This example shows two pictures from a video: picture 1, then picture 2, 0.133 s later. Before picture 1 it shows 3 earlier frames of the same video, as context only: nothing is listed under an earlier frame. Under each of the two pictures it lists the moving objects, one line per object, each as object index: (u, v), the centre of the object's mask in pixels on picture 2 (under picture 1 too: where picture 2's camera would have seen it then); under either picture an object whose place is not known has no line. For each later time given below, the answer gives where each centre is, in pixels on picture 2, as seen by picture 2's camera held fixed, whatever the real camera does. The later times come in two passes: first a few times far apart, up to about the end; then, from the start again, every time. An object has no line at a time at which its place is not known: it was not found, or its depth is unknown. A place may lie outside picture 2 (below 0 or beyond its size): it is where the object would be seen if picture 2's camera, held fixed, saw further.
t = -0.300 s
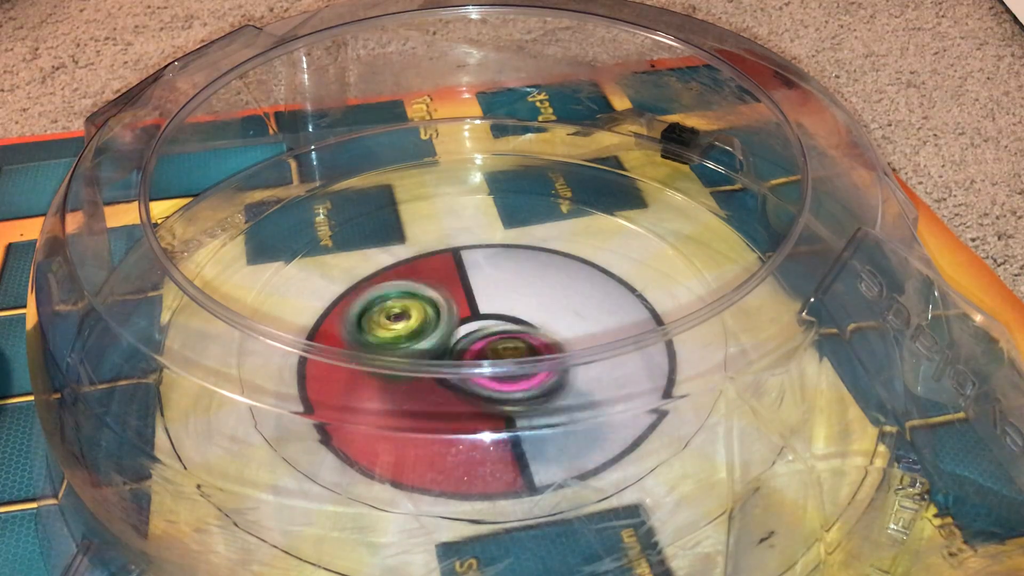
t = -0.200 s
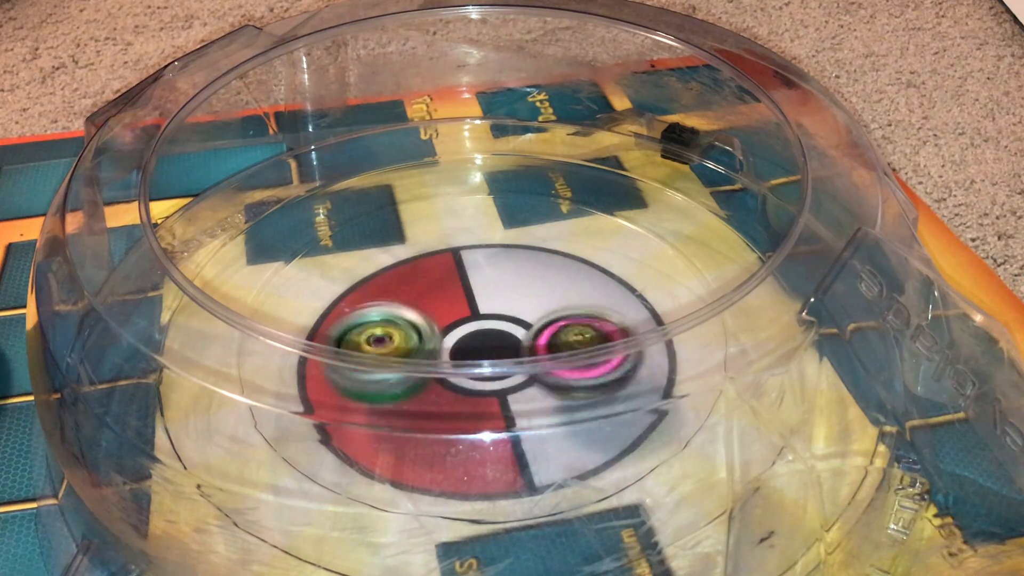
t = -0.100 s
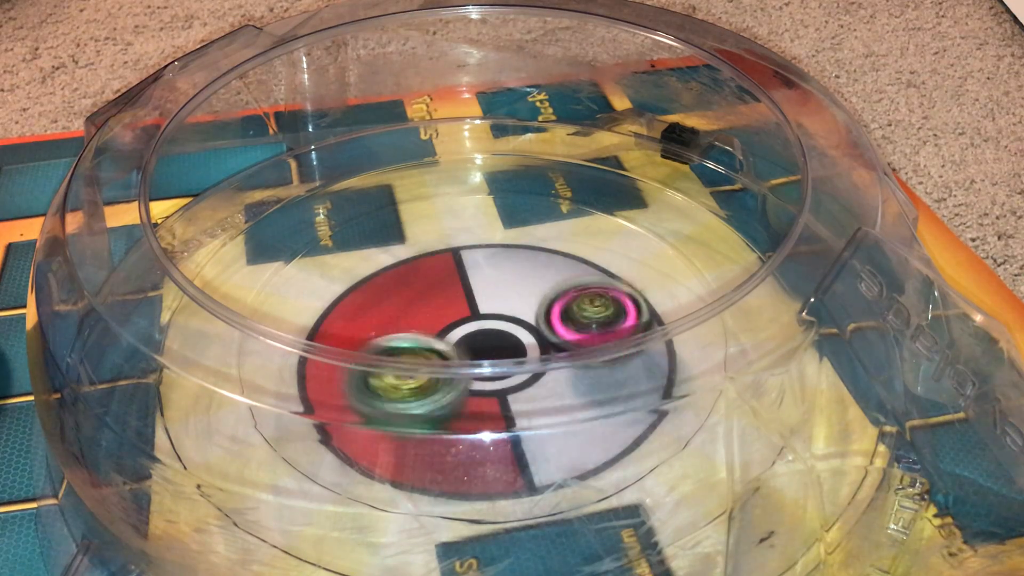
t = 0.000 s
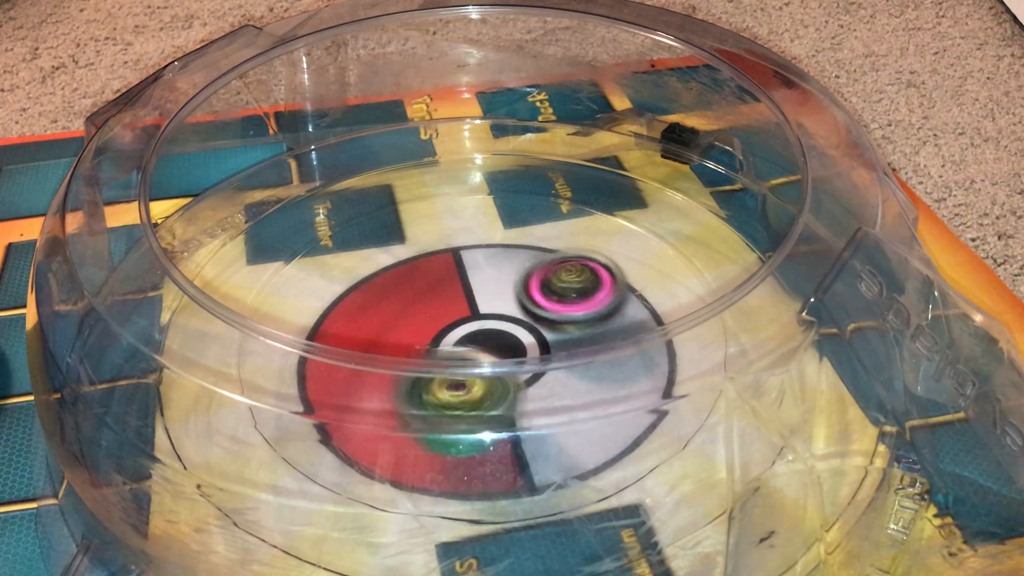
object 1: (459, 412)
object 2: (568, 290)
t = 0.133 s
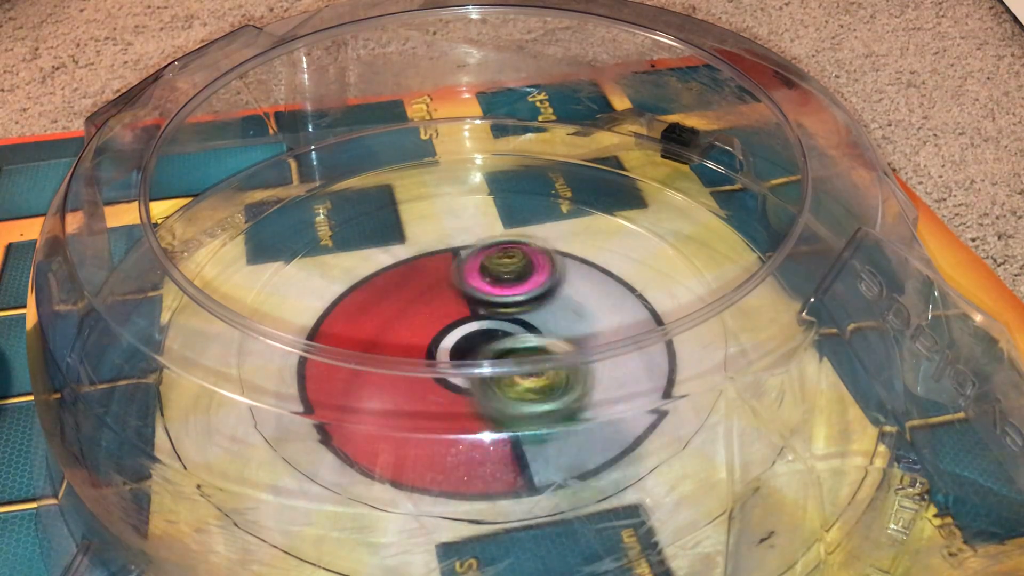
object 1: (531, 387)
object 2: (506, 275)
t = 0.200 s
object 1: (553, 371)
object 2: (471, 279)
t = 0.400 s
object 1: (543, 288)
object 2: (395, 324)
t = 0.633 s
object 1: (431, 260)
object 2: (456, 397)
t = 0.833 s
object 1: (376, 303)
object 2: (541, 351)
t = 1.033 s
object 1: (432, 361)
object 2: (515, 295)
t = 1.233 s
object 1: (549, 348)
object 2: (423, 284)
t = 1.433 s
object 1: (569, 288)
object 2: (393, 329)
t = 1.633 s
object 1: (494, 267)
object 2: (480, 361)
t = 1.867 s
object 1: (407, 318)
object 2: (537, 307)
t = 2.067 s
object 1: (441, 381)
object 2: (479, 268)
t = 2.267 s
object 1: (527, 375)
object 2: (416, 307)
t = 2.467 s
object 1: (560, 305)
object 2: (448, 361)
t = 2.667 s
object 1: (506, 261)
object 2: (532, 347)
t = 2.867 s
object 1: (420, 276)
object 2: (538, 303)
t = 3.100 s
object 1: (347, 316)
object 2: (482, 298)
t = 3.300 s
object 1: (214, 380)
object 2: (584, 288)
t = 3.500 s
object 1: (177, 380)
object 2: (552, 284)
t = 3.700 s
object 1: (186, 368)
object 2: (491, 314)
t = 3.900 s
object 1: (228, 342)
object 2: (486, 360)
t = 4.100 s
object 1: (316, 359)
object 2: (527, 375)
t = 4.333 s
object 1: (458, 361)
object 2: (546, 317)
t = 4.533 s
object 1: (379, 380)
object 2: (575, 233)
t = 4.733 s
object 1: (355, 368)
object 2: (500, 234)
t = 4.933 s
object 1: (365, 344)
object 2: (456, 267)
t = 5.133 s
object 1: (312, 385)
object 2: (551, 279)
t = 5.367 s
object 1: (386, 375)
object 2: (524, 313)
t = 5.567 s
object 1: (446, 377)
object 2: (542, 319)
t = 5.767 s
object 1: (445, 378)
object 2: (546, 309)
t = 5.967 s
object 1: (377, 324)
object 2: (544, 292)
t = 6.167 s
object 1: (376, 303)
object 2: (490, 312)
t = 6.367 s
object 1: (386, 283)
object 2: (521, 339)
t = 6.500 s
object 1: (424, 293)
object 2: (511, 350)
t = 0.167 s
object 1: (545, 378)
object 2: (489, 276)
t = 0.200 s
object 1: (553, 371)
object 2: (471, 279)
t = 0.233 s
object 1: (562, 352)
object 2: (454, 284)
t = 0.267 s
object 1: (565, 336)
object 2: (438, 291)
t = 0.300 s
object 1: (564, 317)
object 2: (425, 299)
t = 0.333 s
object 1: (563, 309)
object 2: (414, 306)
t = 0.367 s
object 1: (555, 300)
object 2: (401, 314)
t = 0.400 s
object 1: (543, 288)
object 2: (395, 324)
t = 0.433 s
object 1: (530, 278)
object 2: (399, 330)
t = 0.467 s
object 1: (513, 269)
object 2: (399, 349)
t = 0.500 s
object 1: (497, 264)
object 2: (405, 358)
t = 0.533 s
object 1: (480, 259)
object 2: (413, 376)
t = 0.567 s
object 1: (463, 258)
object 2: (424, 379)
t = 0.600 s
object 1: (446, 258)
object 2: (438, 386)
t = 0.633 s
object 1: (431, 260)
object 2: (456, 397)
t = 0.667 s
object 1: (416, 263)
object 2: (476, 398)
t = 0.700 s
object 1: (403, 268)
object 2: (493, 397)
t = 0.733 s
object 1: (392, 275)
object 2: (507, 385)
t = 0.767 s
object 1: (384, 284)
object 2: (521, 377)
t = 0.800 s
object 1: (379, 293)
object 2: (533, 357)
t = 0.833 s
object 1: (376, 303)
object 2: (541, 351)
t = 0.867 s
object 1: (377, 313)
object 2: (543, 333)
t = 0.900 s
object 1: (381, 320)
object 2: (544, 327)
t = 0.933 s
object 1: (390, 325)
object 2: (542, 319)
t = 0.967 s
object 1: (401, 343)
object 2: (535, 311)
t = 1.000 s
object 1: (413, 355)
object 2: (526, 303)
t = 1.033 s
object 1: (432, 361)
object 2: (515, 295)
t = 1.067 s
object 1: (452, 376)
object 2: (501, 288)
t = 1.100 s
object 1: (476, 376)
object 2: (487, 282)
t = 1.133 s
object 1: (493, 376)
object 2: (471, 280)
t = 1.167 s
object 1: (512, 360)
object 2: (454, 279)
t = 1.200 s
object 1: (532, 357)
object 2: (438, 281)
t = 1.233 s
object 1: (549, 348)
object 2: (423, 284)
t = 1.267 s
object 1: (562, 336)
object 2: (409, 290)
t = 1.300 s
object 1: (568, 319)
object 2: (397, 297)
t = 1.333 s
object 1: (574, 313)
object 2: (388, 306)
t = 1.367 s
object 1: (576, 306)
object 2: (384, 315)
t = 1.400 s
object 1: (574, 298)
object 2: (383, 322)
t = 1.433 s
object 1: (569, 288)
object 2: (393, 329)
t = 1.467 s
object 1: (560, 280)
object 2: (399, 347)
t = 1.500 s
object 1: (550, 274)
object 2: (411, 357)
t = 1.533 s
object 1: (538, 269)
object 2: (427, 360)
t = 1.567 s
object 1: (525, 267)
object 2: (444, 377)
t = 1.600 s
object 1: (510, 266)
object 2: (462, 361)
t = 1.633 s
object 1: (494, 267)
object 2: (480, 361)
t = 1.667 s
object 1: (478, 269)
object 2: (494, 360)
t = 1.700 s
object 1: (461, 274)
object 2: (508, 351)
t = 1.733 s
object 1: (447, 281)
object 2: (519, 335)
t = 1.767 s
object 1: (433, 288)
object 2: (528, 331)
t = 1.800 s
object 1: (421, 299)
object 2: (535, 324)
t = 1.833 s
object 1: (412, 309)
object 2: (537, 316)
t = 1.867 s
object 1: (407, 318)
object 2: (537, 307)
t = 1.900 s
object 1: (405, 324)
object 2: (533, 298)
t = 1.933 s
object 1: (407, 330)
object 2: (526, 287)
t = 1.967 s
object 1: (410, 353)
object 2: (518, 279)
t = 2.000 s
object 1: (418, 360)
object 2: (505, 273)
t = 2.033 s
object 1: (428, 377)
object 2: (492, 269)
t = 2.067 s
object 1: (441, 381)
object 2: (479, 268)
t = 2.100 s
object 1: (458, 386)
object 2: (462, 268)
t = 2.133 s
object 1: (474, 383)
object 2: (447, 271)
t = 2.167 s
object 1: (487, 386)
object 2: (438, 280)
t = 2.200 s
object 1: (502, 383)
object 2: (423, 286)
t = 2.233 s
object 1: (516, 376)
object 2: (419, 298)
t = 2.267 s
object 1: (527, 375)
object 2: (416, 307)
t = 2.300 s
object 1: (539, 357)
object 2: (415, 317)
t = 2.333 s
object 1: (546, 348)
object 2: (419, 325)
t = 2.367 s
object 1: (545, 327)
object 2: (426, 331)
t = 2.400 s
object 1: (553, 319)
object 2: (432, 345)
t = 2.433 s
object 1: (560, 312)
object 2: (438, 355)
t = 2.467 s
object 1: (560, 305)
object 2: (448, 361)
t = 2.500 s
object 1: (556, 294)
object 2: (462, 361)
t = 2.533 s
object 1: (550, 283)
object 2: (477, 377)
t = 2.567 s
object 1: (541, 275)
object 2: (492, 378)
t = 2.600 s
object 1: (531, 270)
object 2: (504, 360)
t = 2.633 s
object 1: (520, 265)
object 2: (520, 357)
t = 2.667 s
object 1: (506, 261)
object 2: (532, 347)
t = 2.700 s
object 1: (492, 261)
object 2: (538, 333)
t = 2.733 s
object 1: (479, 262)
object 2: (543, 328)
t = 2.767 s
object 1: (466, 264)
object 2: (545, 321)
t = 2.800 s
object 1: (453, 268)
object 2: (544, 315)
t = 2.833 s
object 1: (439, 275)
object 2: (540, 306)
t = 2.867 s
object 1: (420, 276)
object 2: (538, 303)
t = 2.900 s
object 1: (403, 282)
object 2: (533, 299)
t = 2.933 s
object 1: (391, 288)
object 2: (524, 295)
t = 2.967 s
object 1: (380, 295)
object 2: (511, 292)
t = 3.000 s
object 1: (373, 304)
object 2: (497, 291)
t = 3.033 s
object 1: (369, 310)
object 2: (484, 292)
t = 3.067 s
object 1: (368, 316)
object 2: (471, 295)
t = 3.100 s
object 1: (347, 316)
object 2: (482, 298)
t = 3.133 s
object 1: (297, 338)
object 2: (516, 296)
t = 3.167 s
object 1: (266, 350)
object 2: (545, 293)
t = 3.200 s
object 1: (237, 367)
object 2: (563, 291)
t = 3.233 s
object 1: (226, 372)
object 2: (574, 290)
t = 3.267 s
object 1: (222, 378)
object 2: (581, 289)
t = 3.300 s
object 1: (214, 380)
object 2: (584, 288)
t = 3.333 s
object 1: (206, 381)
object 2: (584, 287)
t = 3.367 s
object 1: (199, 382)
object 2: (581, 285)
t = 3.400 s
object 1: (192, 382)
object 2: (576, 285)
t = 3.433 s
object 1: (186, 382)
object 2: (569, 284)
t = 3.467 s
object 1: (182, 381)
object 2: (561, 284)
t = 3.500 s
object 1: (177, 380)
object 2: (552, 284)
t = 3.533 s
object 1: (175, 378)
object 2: (542, 285)
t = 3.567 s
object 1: (176, 378)
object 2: (531, 287)
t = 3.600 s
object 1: (182, 377)
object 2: (518, 291)
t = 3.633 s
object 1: (183, 376)
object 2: (508, 298)
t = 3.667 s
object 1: (184, 371)
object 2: (499, 306)
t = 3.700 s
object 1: (186, 368)
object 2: (491, 314)
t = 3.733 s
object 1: (189, 365)
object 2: (485, 323)
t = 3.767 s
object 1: (193, 362)
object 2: (482, 329)
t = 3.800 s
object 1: (198, 361)
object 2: (481, 334)
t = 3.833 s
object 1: (207, 359)
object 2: (482, 337)
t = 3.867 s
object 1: (219, 350)
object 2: (481, 349)
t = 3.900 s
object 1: (228, 342)
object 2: (486, 360)
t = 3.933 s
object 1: (227, 344)
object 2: (489, 361)
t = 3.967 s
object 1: (234, 341)
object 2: (496, 377)
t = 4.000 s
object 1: (253, 344)
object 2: (504, 376)
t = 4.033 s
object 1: (270, 348)
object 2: (511, 376)
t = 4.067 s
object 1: (291, 352)
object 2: (520, 376)
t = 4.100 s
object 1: (316, 359)
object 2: (527, 375)
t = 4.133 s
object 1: (340, 364)
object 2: (537, 374)
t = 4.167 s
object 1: (364, 369)
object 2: (541, 356)
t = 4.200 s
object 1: (394, 374)
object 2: (541, 355)
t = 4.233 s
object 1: (422, 376)
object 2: (537, 339)
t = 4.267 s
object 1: (433, 377)
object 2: (543, 333)
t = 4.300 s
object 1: (443, 376)
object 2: (548, 325)
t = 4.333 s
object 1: (458, 361)
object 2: (546, 317)
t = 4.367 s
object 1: (465, 361)
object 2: (543, 309)
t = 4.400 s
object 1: (444, 378)
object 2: (557, 287)
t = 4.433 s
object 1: (419, 377)
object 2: (570, 268)
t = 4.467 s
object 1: (402, 377)
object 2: (576, 252)
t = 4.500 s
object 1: (388, 381)
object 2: (579, 239)
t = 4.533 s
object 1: (379, 380)
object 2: (575, 233)
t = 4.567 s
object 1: (373, 379)
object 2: (567, 230)
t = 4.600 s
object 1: (365, 377)
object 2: (556, 228)
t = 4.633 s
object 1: (360, 374)
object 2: (545, 228)
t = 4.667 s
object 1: (357, 371)
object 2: (530, 228)
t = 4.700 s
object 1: (354, 368)
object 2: (515, 230)
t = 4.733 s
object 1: (355, 368)
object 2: (500, 234)
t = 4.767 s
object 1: (358, 352)
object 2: (486, 240)
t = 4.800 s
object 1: (363, 351)
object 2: (470, 245)
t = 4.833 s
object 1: (370, 344)
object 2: (457, 252)
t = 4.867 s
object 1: (379, 339)
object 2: (445, 261)
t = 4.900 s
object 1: (391, 326)
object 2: (438, 268)
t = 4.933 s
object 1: (365, 344)
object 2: (456, 267)
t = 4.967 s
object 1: (338, 364)
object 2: (481, 263)
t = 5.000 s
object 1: (324, 366)
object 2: (506, 262)
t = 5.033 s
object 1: (309, 383)
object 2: (526, 264)
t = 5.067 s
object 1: (308, 382)
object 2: (539, 268)
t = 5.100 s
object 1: (310, 384)
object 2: (547, 274)
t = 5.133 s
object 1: (312, 385)
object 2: (551, 279)
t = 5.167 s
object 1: (318, 379)
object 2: (552, 283)
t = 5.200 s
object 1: (320, 379)
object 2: (550, 288)
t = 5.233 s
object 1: (329, 378)
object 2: (546, 294)
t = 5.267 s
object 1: (338, 377)
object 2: (541, 299)
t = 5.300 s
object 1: (351, 380)
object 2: (535, 303)
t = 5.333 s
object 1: (370, 372)
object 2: (529, 308)
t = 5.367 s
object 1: (386, 375)
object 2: (524, 313)
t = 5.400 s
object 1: (405, 377)
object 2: (520, 318)
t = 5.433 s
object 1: (425, 376)
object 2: (519, 321)
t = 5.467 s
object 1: (436, 376)
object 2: (524, 321)
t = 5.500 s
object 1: (440, 376)
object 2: (531, 321)
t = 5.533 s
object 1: (448, 376)
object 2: (537, 319)
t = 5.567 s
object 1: (446, 377)
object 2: (542, 319)
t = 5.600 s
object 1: (452, 377)
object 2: (547, 318)
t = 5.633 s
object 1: (455, 376)
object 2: (547, 318)
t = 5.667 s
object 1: (456, 377)
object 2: (550, 316)
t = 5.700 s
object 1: (448, 377)
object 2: (553, 313)
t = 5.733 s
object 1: (448, 377)
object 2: (551, 311)
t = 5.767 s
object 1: (445, 378)
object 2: (546, 309)
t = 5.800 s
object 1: (450, 360)
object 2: (539, 308)
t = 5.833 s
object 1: (430, 358)
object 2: (547, 305)
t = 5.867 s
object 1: (412, 346)
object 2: (554, 300)
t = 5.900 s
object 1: (398, 343)
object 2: (554, 296)
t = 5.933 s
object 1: (387, 332)
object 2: (550, 294)
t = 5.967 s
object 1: (377, 324)
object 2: (544, 292)
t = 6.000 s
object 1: (369, 319)
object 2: (536, 293)
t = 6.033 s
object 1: (366, 314)
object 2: (527, 295)
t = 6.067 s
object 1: (363, 310)
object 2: (516, 298)
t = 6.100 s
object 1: (365, 307)
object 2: (507, 302)
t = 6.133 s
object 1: (369, 305)
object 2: (498, 307)
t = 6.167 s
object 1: (376, 303)
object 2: (490, 312)
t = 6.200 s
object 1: (384, 301)
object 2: (485, 318)
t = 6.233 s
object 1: (381, 291)
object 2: (496, 326)
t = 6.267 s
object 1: (375, 287)
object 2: (508, 333)
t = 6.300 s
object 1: (374, 282)
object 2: (517, 336)
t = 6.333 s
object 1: (379, 283)
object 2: (520, 338)
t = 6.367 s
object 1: (386, 283)
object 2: (521, 339)
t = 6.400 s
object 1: (395, 284)
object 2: (520, 340)
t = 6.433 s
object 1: (404, 285)
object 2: (517, 349)
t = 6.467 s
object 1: (414, 288)
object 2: (514, 350)
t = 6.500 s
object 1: (424, 293)
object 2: (511, 350)
